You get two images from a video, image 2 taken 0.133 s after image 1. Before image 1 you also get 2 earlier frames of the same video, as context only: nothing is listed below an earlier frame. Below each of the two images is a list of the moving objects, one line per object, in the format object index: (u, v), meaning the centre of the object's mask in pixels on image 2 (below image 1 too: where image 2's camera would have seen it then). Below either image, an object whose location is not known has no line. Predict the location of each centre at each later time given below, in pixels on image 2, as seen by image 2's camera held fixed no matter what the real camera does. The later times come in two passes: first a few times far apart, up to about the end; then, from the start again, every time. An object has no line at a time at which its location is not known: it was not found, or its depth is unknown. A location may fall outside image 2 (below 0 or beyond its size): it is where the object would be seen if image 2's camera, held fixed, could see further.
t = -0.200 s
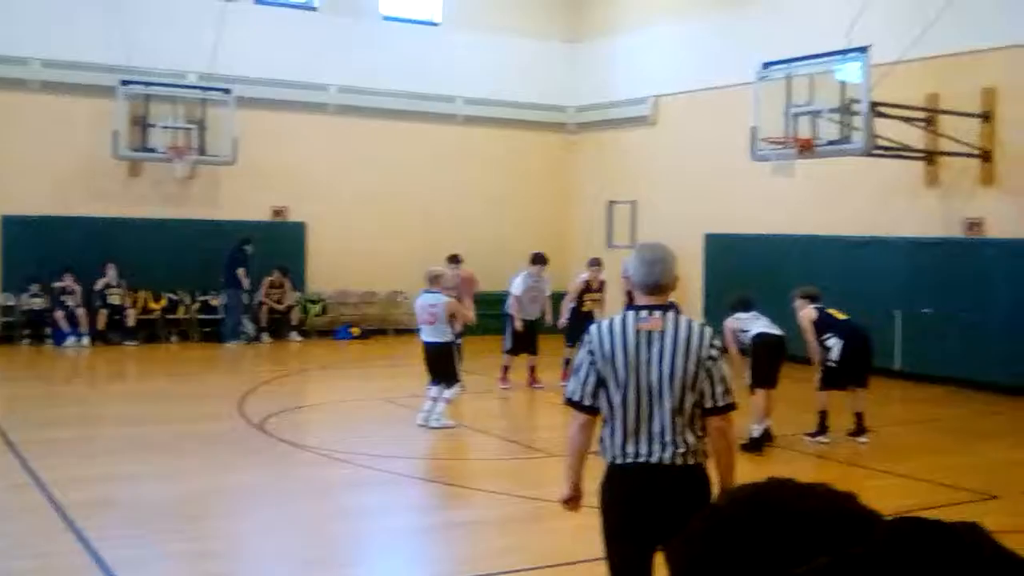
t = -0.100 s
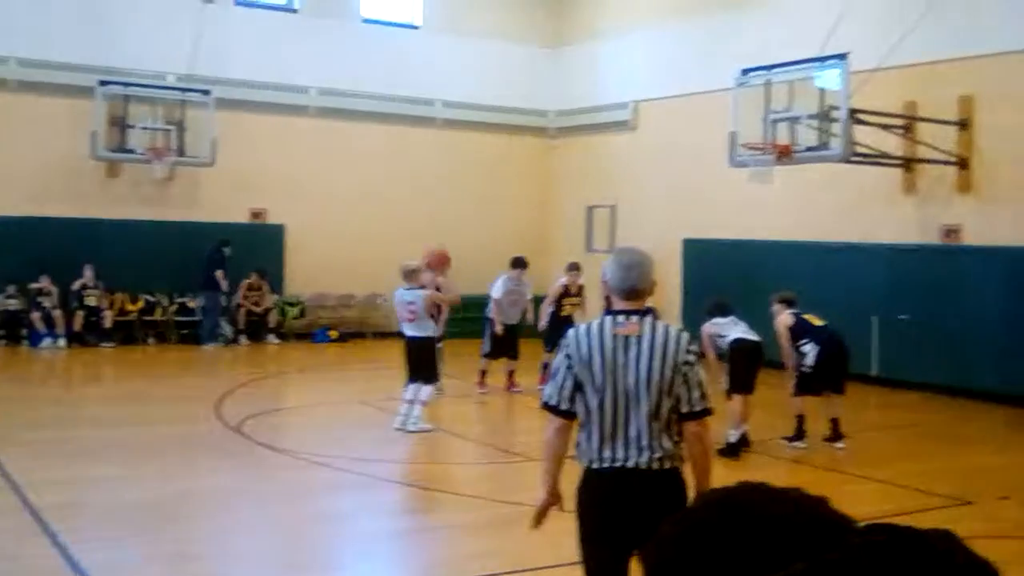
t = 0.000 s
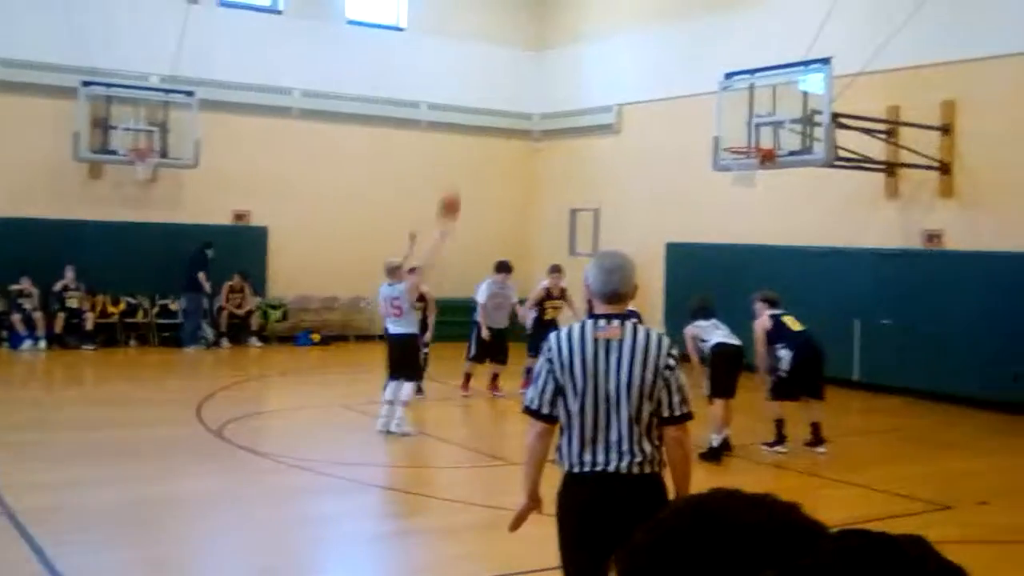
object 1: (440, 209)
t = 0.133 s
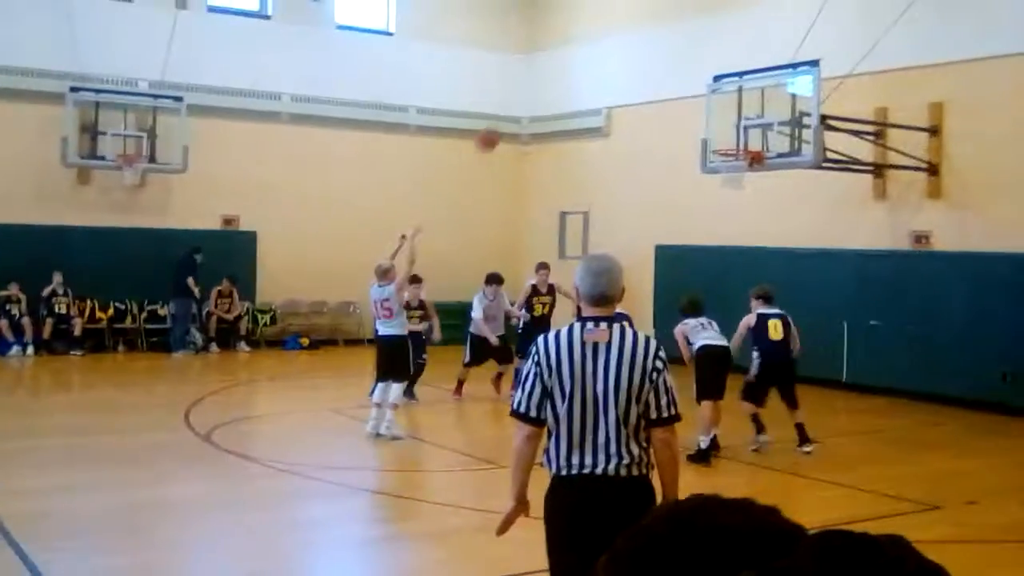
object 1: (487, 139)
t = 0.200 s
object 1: (511, 111)
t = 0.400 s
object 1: (576, 62)
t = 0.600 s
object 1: (634, 51)
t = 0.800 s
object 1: (688, 76)
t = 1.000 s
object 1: (735, 131)
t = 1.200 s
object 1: (757, 118)
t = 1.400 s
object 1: (731, 110)
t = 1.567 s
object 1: (708, 128)
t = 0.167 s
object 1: (500, 125)
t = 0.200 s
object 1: (511, 111)
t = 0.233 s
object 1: (522, 100)
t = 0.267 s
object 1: (532, 90)
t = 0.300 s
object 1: (544, 81)
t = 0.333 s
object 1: (554, 73)
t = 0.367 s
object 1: (565, 67)
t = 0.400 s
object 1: (576, 62)
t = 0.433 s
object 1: (586, 57)
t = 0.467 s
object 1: (596, 54)
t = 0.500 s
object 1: (606, 52)
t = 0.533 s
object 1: (616, 50)
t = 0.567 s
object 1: (625, 50)
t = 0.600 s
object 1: (634, 51)
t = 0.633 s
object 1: (644, 53)
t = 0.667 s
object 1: (653, 56)
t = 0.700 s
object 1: (662, 59)
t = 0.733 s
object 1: (671, 64)
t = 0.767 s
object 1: (679, 70)
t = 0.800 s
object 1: (688, 76)
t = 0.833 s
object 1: (696, 83)
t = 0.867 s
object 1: (704, 91)
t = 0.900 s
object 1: (712, 99)
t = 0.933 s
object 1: (719, 110)
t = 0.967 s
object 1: (727, 120)
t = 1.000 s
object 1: (735, 131)
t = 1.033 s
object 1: (743, 139)
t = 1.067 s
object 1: (746, 134)
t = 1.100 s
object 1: (748, 129)
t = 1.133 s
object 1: (752, 124)
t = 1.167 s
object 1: (755, 121)
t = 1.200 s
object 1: (757, 118)
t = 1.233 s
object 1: (754, 114)
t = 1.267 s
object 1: (749, 111)
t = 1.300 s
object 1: (744, 110)
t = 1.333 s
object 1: (740, 109)
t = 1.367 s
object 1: (735, 109)
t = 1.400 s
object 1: (731, 110)
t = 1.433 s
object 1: (726, 112)
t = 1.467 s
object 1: (721, 115)
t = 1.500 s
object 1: (716, 119)
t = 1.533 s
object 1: (712, 124)
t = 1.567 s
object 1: (708, 128)
